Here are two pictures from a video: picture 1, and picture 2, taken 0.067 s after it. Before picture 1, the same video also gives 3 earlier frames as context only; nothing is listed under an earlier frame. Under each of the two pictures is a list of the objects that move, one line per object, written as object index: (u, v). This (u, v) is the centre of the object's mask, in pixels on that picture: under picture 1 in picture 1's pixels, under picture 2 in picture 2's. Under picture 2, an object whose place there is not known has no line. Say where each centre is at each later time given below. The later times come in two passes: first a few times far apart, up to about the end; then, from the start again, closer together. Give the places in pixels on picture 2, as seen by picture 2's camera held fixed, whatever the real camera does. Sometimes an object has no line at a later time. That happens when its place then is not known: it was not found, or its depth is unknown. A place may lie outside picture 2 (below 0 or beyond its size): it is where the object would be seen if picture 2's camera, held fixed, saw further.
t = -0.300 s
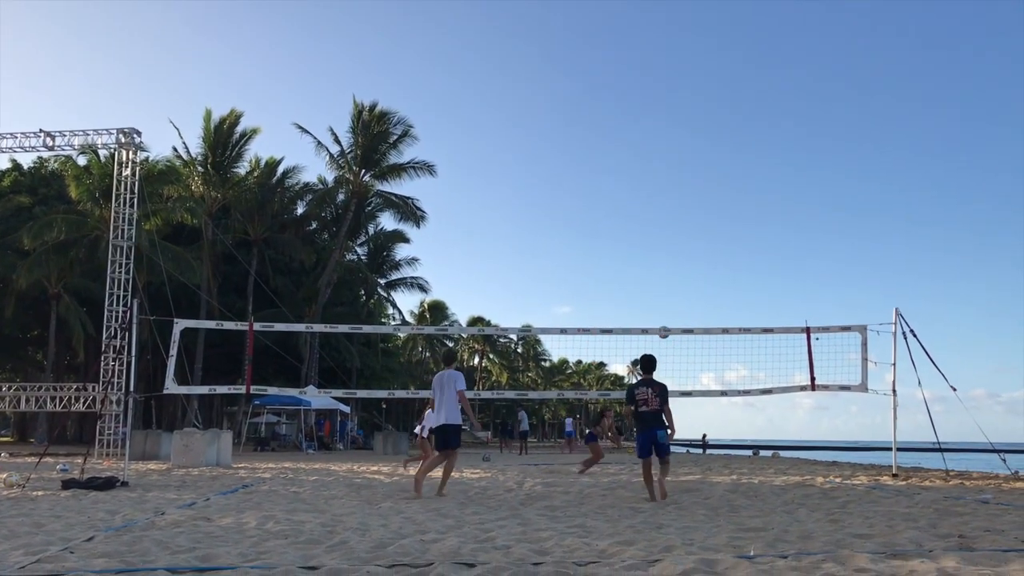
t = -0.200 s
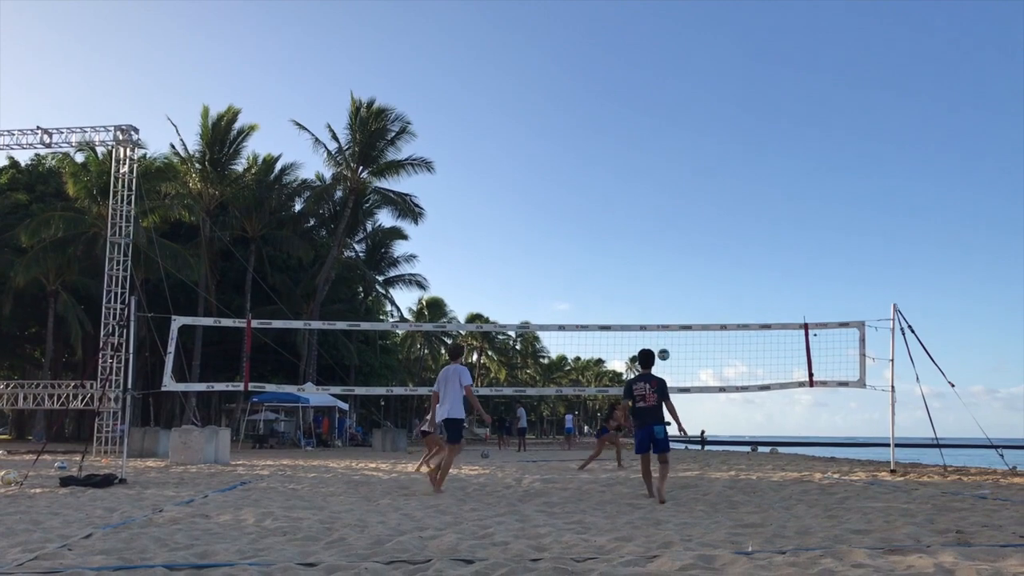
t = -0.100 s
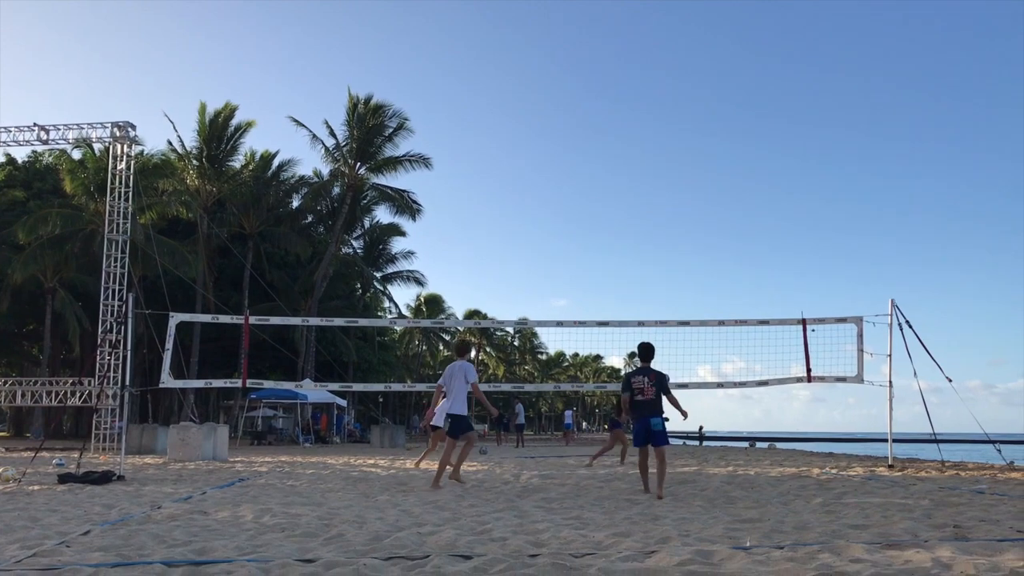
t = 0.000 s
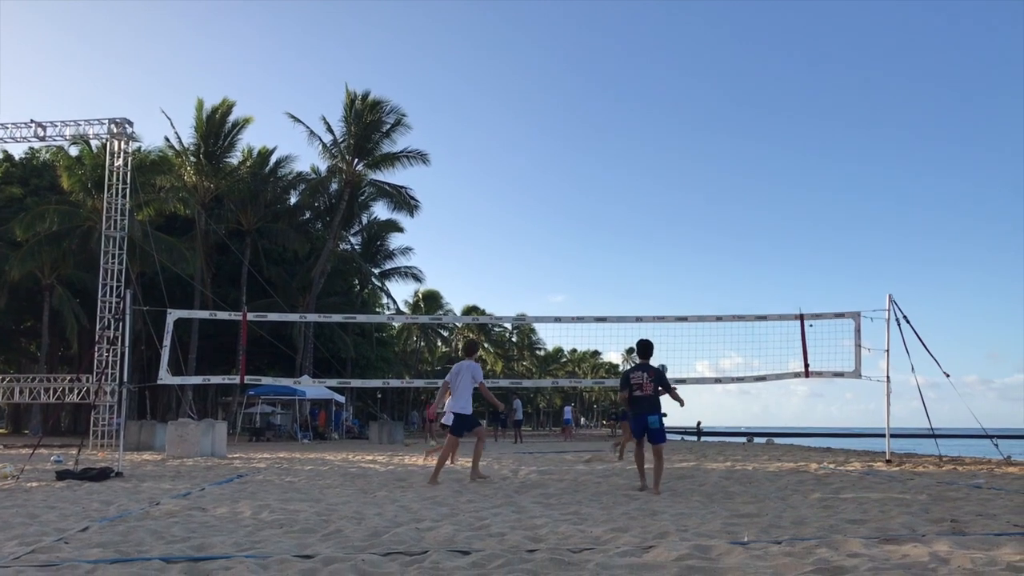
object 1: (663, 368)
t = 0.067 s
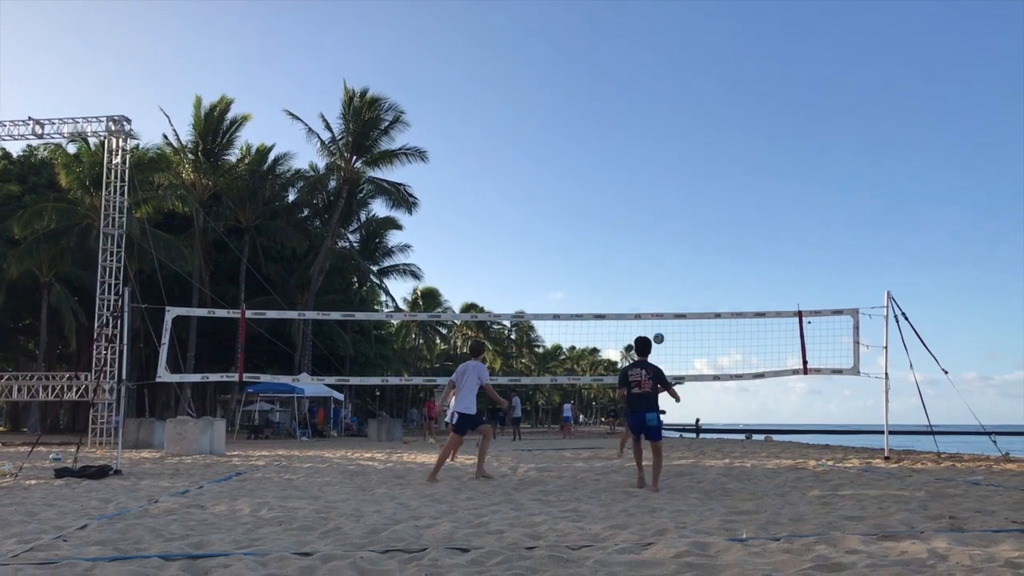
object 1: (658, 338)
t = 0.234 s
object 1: (654, 279)
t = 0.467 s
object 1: (647, 221)
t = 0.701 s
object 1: (640, 192)
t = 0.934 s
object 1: (633, 189)
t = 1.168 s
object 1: (627, 214)
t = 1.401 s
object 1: (621, 266)
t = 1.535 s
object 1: (619, 308)
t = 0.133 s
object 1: (657, 310)
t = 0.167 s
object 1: (656, 301)
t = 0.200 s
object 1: (655, 289)
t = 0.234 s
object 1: (654, 279)
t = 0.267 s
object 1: (652, 269)
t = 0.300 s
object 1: (652, 260)
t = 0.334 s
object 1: (651, 251)
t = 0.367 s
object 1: (650, 242)
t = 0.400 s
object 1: (649, 235)
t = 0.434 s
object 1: (648, 228)
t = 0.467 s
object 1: (647, 221)
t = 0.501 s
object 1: (646, 215)
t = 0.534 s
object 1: (645, 210)
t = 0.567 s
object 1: (644, 205)
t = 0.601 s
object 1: (643, 201)
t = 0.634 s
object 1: (642, 197)
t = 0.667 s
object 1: (641, 194)
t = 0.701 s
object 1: (640, 192)
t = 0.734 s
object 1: (639, 190)
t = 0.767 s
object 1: (638, 189)
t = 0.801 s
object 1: (637, 187)
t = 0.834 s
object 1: (636, 187)
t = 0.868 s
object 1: (635, 187)
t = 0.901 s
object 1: (634, 188)
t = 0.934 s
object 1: (633, 189)
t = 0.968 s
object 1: (632, 191)
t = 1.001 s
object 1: (631, 194)
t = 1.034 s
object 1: (630, 197)
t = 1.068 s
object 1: (629, 200)
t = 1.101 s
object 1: (629, 204)
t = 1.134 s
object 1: (628, 209)
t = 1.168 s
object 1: (627, 214)
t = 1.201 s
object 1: (626, 220)
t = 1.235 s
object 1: (625, 226)
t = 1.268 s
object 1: (625, 233)
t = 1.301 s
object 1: (624, 240)
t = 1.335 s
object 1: (623, 249)
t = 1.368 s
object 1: (622, 257)
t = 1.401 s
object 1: (621, 266)
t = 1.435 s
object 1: (621, 276)
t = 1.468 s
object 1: (620, 286)
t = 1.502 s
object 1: (620, 297)
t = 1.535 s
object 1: (619, 308)
